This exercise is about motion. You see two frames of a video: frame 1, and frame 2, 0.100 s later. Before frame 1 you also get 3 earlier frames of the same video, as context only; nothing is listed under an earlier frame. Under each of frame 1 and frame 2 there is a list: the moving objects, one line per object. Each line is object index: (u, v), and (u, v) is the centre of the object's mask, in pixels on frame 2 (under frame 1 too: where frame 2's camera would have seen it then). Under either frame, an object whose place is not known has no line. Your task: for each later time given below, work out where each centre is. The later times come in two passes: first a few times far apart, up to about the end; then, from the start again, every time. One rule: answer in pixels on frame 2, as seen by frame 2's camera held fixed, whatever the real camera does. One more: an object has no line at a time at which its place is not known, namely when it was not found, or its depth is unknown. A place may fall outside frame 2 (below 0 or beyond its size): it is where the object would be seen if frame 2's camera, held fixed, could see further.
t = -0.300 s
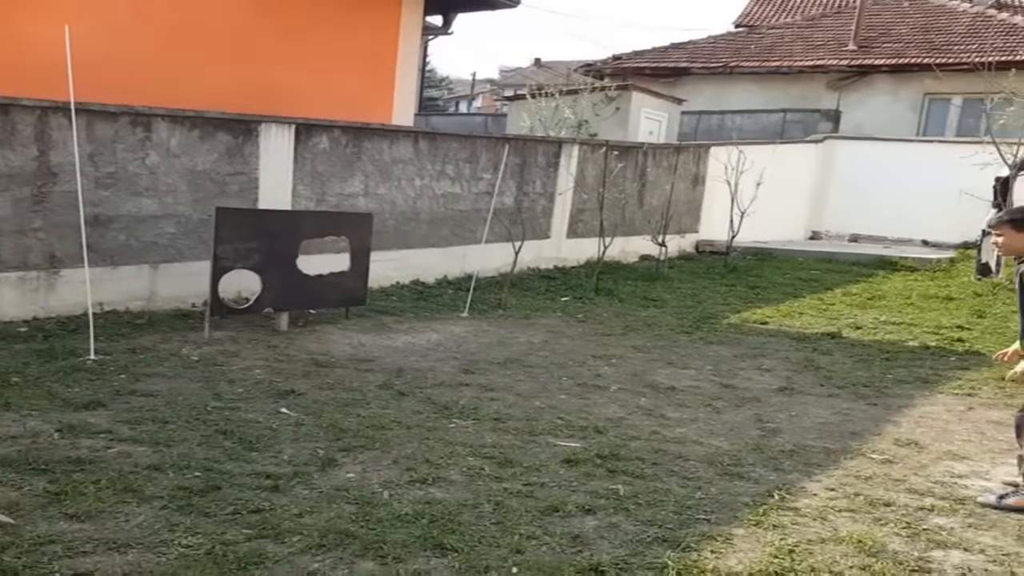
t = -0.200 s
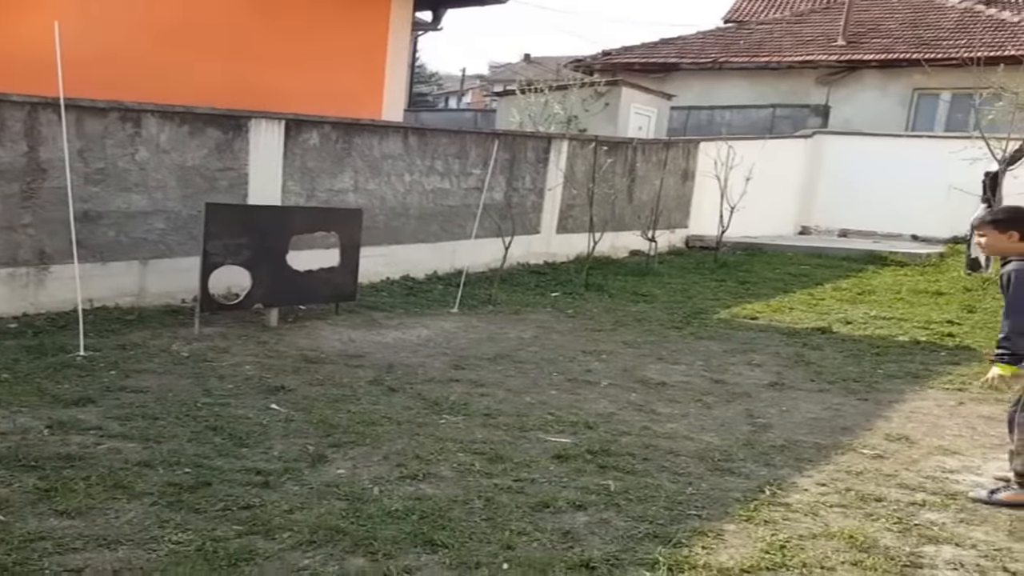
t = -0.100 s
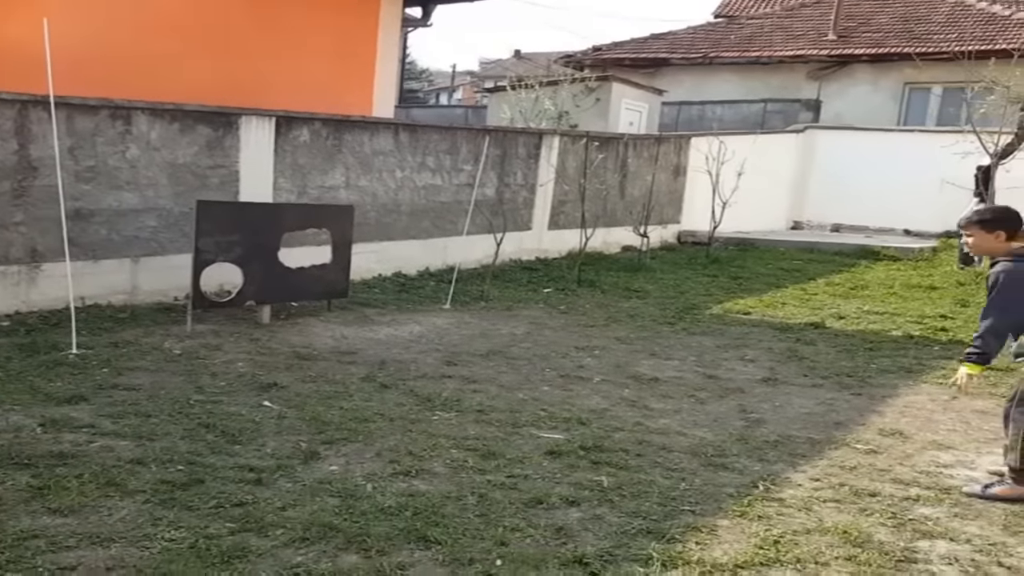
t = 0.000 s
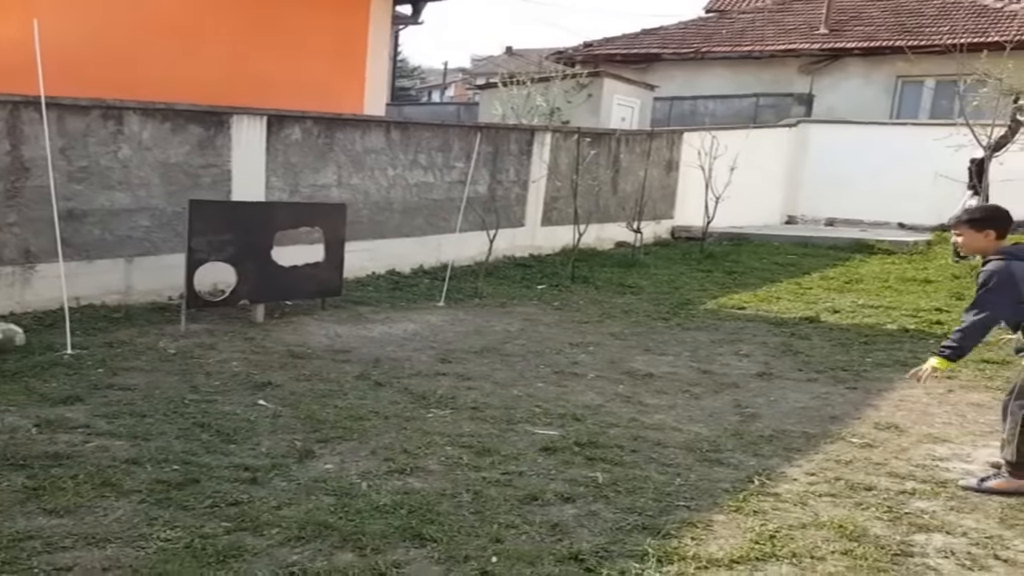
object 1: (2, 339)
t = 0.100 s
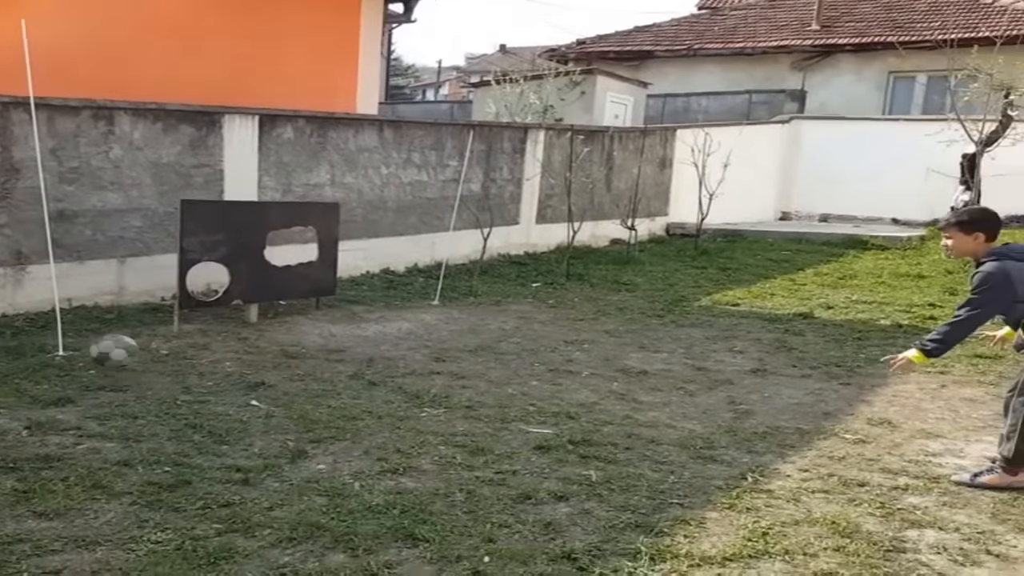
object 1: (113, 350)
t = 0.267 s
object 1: (290, 365)
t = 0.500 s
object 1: (474, 392)
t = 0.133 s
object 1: (155, 357)
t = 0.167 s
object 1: (194, 369)
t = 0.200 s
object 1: (236, 376)
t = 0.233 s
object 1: (262, 370)
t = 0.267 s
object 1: (290, 365)
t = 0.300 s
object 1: (315, 364)
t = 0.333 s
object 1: (347, 363)
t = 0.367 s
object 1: (367, 367)
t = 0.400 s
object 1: (392, 371)
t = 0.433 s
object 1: (420, 376)
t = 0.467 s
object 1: (449, 388)
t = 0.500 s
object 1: (474, 392)
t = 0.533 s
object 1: (498, 386)
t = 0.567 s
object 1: (517, 378)
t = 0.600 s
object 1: (540, 373)
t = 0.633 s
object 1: (563, 370)
